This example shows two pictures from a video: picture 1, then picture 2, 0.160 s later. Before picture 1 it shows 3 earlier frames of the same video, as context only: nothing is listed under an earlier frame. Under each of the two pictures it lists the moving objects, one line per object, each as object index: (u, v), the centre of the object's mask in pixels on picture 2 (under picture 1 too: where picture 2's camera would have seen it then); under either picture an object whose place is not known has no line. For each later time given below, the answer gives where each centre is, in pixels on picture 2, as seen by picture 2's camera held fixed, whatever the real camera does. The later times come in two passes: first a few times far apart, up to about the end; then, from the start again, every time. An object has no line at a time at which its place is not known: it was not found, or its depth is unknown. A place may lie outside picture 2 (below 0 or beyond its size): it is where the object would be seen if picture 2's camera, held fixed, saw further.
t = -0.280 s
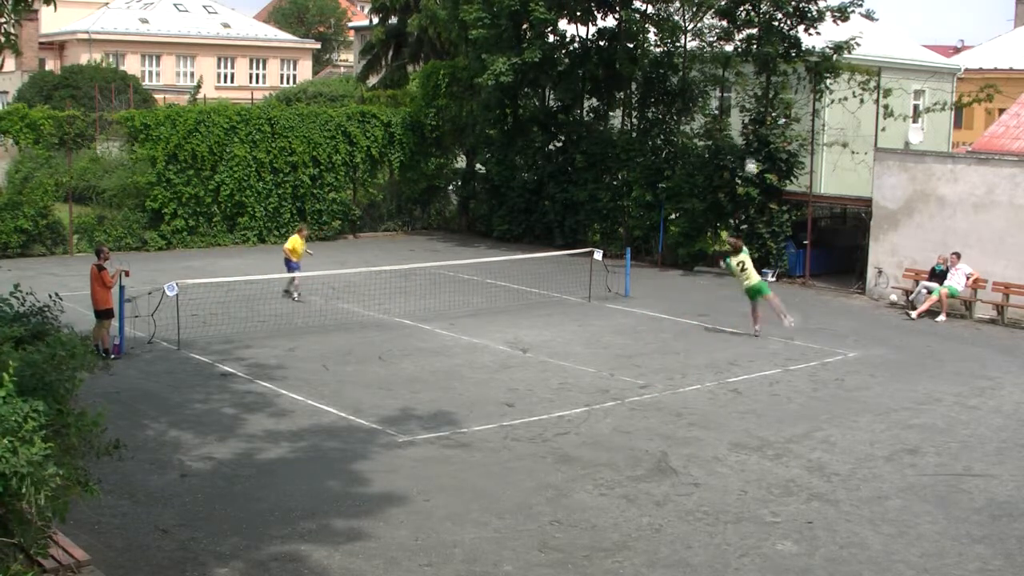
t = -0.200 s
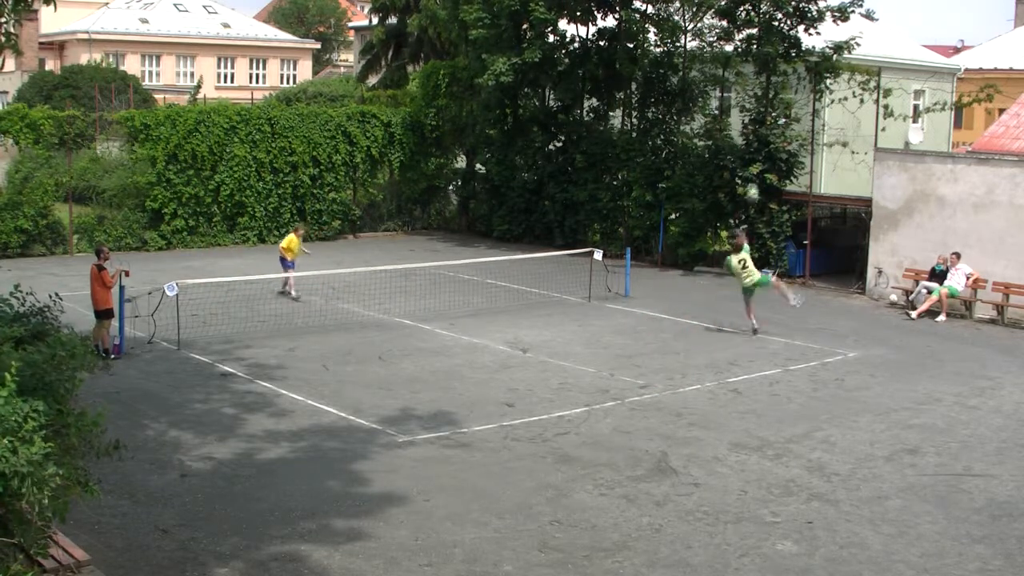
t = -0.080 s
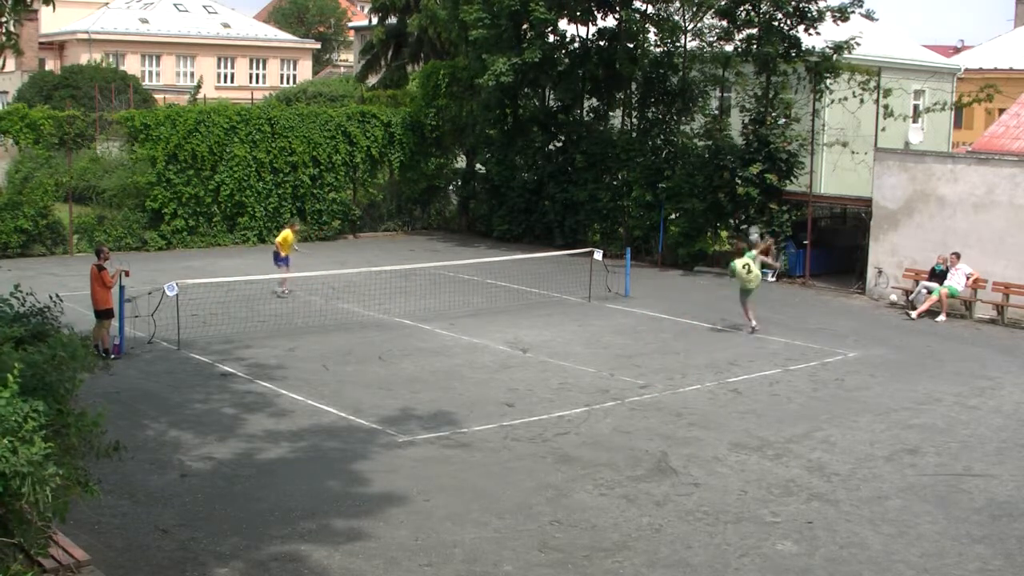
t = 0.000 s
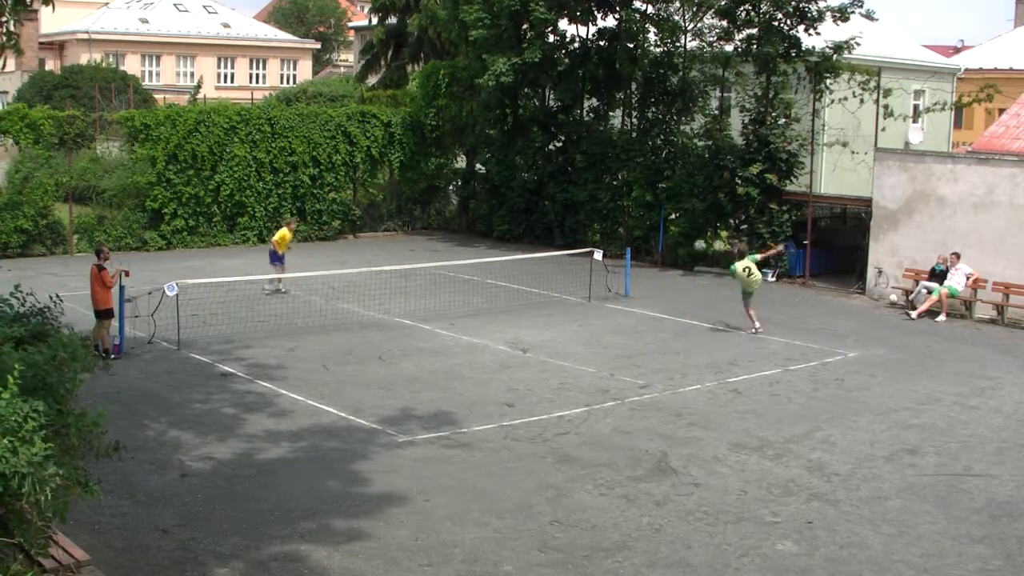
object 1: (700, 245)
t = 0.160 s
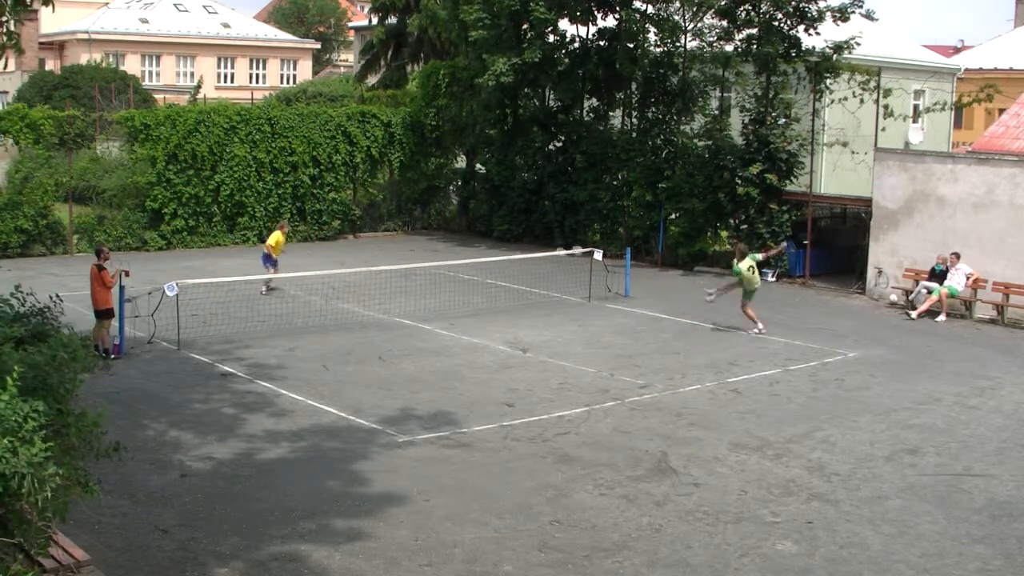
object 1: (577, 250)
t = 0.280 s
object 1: (500, 268)
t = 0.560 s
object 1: (487, 304)
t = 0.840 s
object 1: (491, 295)
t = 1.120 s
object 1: (493, 330)
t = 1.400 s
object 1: (500, 328)
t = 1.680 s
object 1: (505, 357)
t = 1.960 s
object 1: (512, 364)
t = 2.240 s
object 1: (517, 380)
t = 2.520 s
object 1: (522, 400)
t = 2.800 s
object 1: (527, 421)
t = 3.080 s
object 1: (531, 445)
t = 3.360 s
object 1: (536, 468)
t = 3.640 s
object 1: (540, 497)
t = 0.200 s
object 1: (540, 256)
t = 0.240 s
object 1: (509, 261)
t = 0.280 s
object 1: (500, 268)
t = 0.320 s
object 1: (494, 273)
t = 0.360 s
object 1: (492, 280)
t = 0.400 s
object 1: (488, 289)
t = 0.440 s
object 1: (486, 299)
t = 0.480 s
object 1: (486, 307)
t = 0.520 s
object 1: (486, 309)
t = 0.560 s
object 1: (487, 304)
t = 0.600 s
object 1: (487, 300)
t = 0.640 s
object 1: (488, 297)
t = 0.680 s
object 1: (489, 295)
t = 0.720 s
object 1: (490, 294)
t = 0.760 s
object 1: (490, 294)
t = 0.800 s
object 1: (490, 294)
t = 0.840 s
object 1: (491, 295)
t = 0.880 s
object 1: (491, 297)
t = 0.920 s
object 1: (492, 301)
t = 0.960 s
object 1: (492, 305)
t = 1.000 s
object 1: (492, 308)
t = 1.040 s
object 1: (492, 315)
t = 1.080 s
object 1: (493, 322)
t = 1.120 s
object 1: (493, 330)
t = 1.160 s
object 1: (493, 335)
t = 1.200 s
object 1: (495, 331)
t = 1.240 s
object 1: (495, 328)
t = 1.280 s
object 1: (497, 327)
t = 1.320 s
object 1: (497, 326)
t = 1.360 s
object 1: (498, 326)
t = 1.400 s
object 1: (500, 328)
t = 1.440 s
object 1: (500, 330)
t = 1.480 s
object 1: (501, 333)
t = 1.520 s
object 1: (502, 337)
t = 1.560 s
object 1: (503, 342)
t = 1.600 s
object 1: (504, 350)
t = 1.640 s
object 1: (504, 356)
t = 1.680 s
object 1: (505, 357)
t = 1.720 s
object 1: (506, 355)
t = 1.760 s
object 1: (507, 354)
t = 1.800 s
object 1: (508, 354)
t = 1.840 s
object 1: (508, 354)
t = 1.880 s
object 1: (510, 357)
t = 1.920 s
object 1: (511, 359)
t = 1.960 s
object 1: (512, 364)
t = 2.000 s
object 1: (513, 368)
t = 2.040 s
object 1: (513, 377)
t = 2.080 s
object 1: (514, 379)
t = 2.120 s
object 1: (516, 377)
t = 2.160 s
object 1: (516, 378)
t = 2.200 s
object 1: (516, 378)
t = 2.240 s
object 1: (517, 380)
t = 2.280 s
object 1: (518, 383)
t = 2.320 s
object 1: (519, 388)
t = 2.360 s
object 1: (519, 393)
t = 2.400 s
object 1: (520, 397)
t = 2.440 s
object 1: (521, 398)
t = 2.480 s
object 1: (522, 398)
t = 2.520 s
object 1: (522, 400)
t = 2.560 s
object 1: (523, 402)
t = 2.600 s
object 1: (524, 407)
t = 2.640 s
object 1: (525, 412)
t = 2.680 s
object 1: (525, 416)
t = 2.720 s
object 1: (526, 417)
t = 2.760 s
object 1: (527, 417)
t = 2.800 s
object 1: (527, 421)
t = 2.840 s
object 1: (528, 425)
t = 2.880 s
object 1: (528, 430)
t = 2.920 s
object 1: (529, 432)
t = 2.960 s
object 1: (530, 434)
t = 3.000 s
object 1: (531, 437)
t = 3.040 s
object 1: (530, 441)
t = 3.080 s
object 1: (531, 445)
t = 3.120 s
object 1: (532, 448)
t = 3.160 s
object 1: (533, 450)
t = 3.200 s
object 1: (533, 453)
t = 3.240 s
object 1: (534, 458)
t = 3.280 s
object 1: (535, 461)
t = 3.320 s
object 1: (535, 464)
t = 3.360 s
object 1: (536, 468)
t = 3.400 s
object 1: (536, 472)
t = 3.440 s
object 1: (538, 476)
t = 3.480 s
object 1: (538, 480)
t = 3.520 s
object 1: (538, 484)
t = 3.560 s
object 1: (539, 488)
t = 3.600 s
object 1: (540, 492)
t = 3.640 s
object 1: (540, 497)
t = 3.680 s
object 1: (541, 501)
